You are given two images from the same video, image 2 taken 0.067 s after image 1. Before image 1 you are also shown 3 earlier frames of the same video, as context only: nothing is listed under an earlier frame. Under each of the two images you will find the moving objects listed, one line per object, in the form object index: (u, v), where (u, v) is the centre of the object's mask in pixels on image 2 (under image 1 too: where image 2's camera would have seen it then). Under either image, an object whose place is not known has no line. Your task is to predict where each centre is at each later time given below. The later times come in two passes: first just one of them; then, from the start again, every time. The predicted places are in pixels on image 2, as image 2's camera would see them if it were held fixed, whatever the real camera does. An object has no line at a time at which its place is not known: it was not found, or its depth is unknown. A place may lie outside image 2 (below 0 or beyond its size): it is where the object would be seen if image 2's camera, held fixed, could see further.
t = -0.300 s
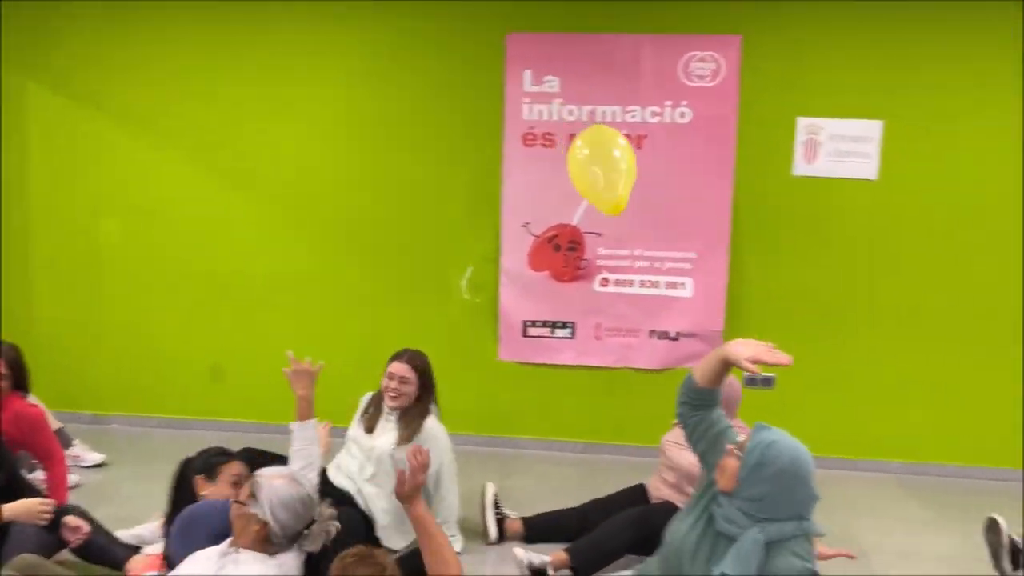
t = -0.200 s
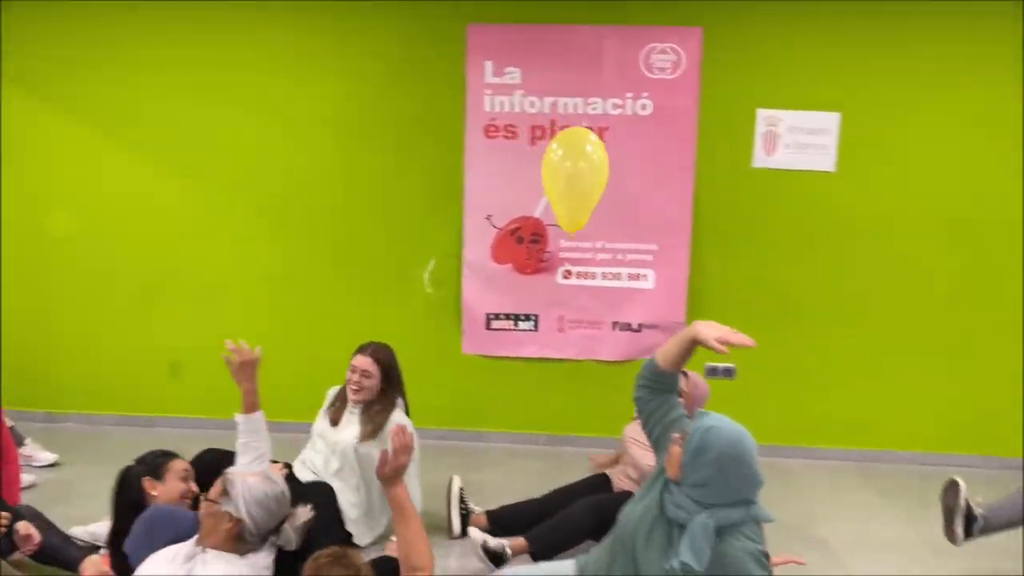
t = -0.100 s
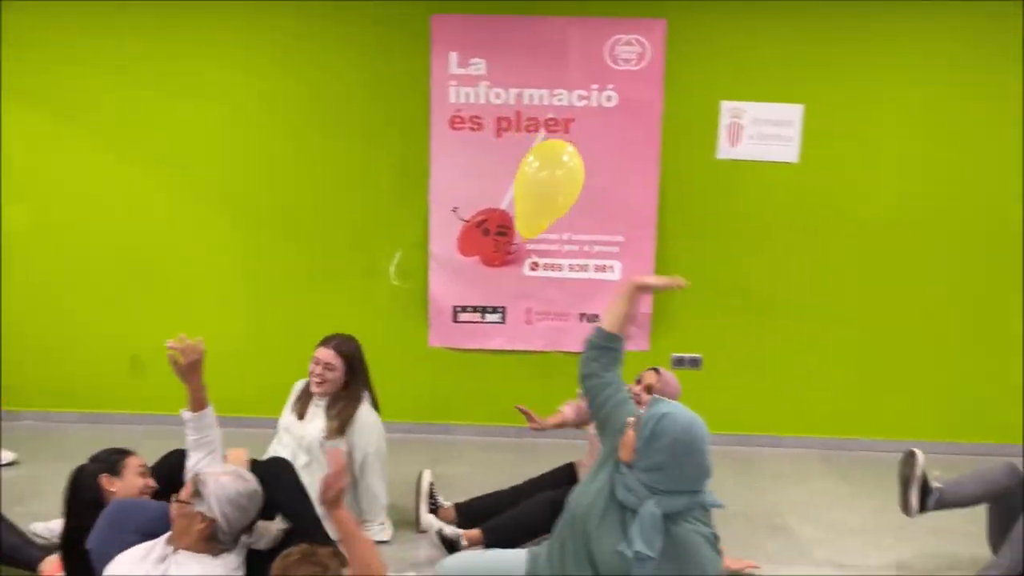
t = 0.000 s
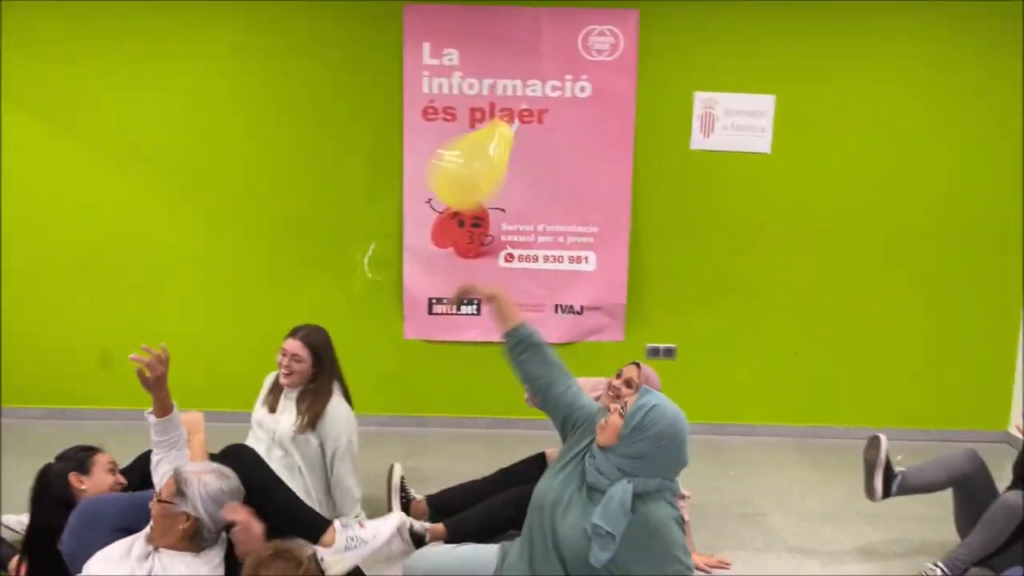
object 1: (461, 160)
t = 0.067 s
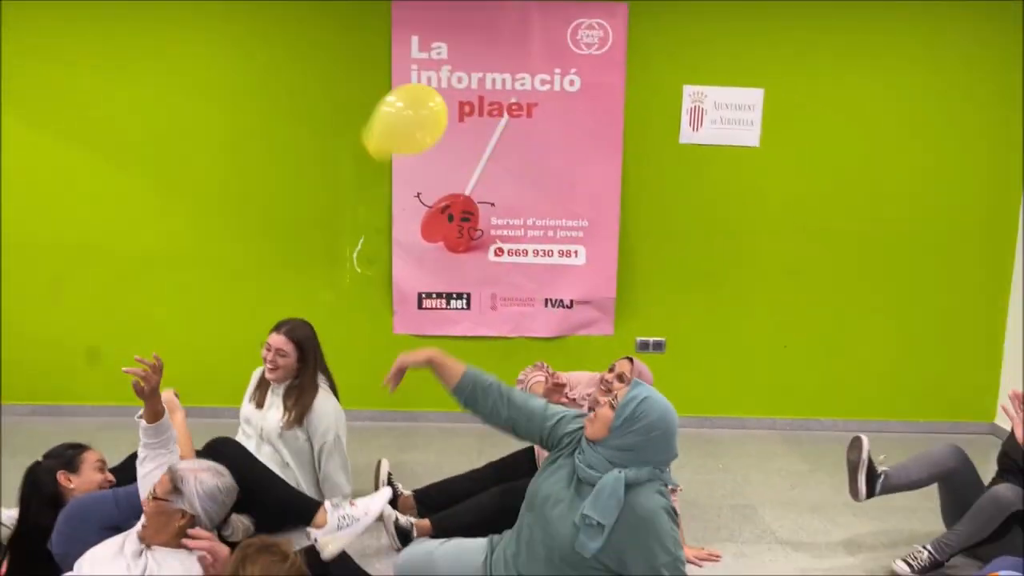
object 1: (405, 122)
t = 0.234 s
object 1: (344, 72)
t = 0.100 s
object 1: (388, 111)
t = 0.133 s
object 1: (372, 98)
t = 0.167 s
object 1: (362, 87)
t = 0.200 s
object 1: (352, 79)
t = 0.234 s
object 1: (344, 72)
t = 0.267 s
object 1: (338, 65)
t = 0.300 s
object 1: (333, 61)
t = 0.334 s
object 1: (330, 58)
